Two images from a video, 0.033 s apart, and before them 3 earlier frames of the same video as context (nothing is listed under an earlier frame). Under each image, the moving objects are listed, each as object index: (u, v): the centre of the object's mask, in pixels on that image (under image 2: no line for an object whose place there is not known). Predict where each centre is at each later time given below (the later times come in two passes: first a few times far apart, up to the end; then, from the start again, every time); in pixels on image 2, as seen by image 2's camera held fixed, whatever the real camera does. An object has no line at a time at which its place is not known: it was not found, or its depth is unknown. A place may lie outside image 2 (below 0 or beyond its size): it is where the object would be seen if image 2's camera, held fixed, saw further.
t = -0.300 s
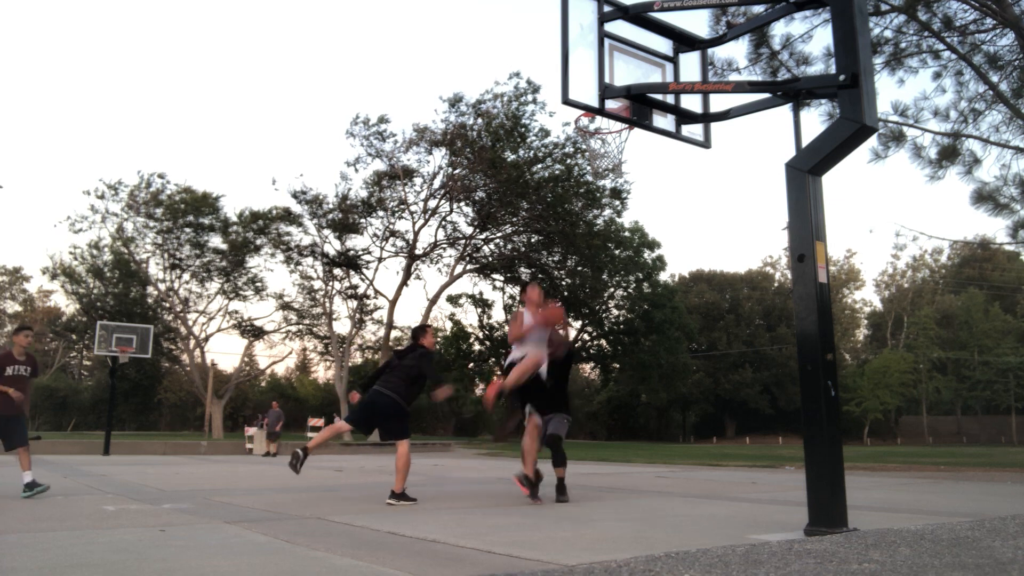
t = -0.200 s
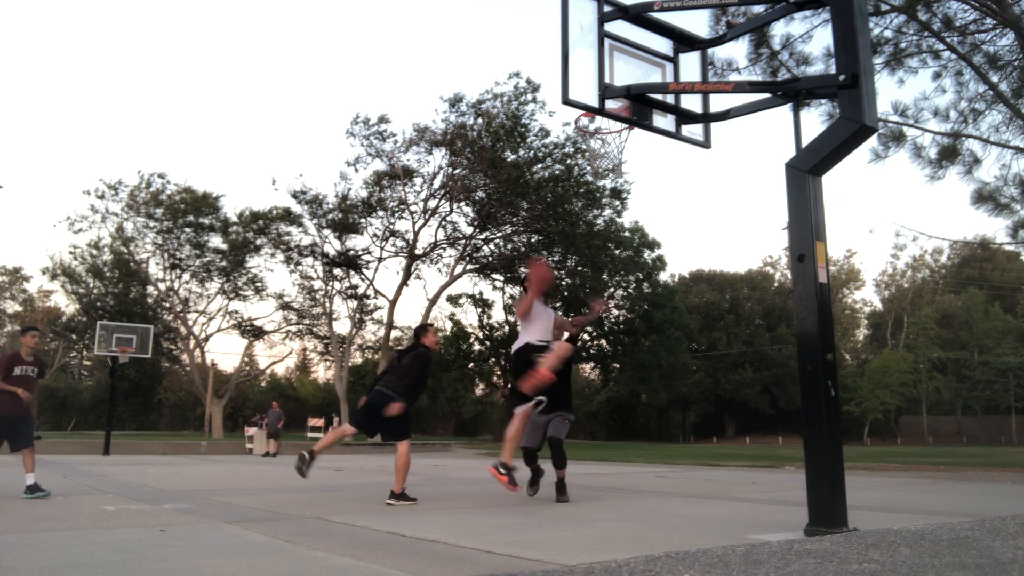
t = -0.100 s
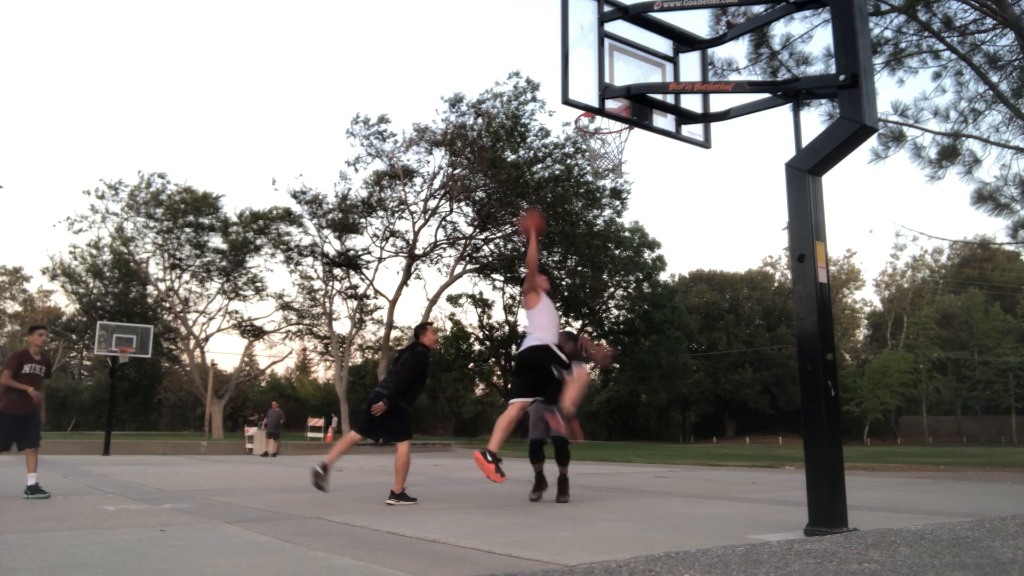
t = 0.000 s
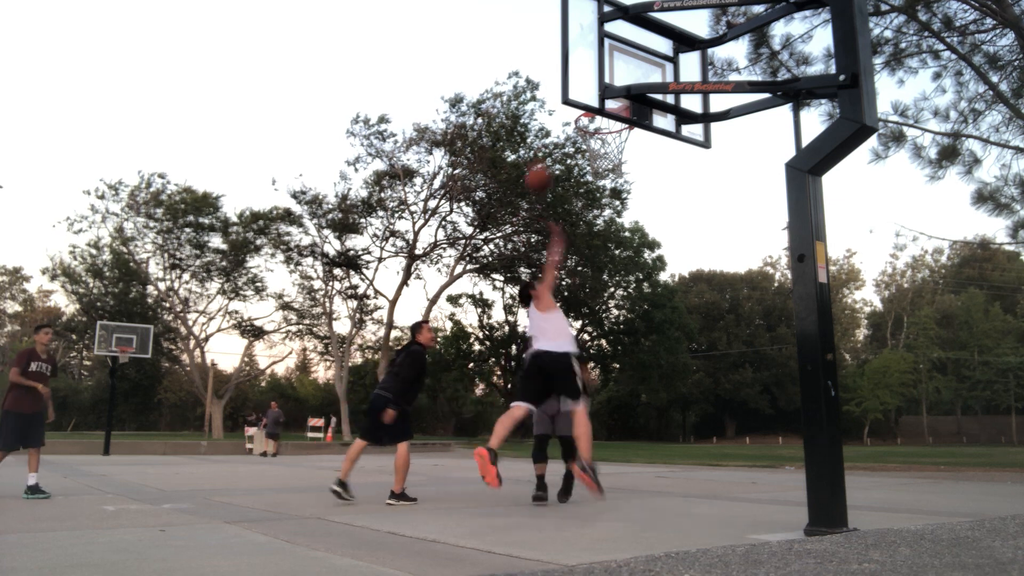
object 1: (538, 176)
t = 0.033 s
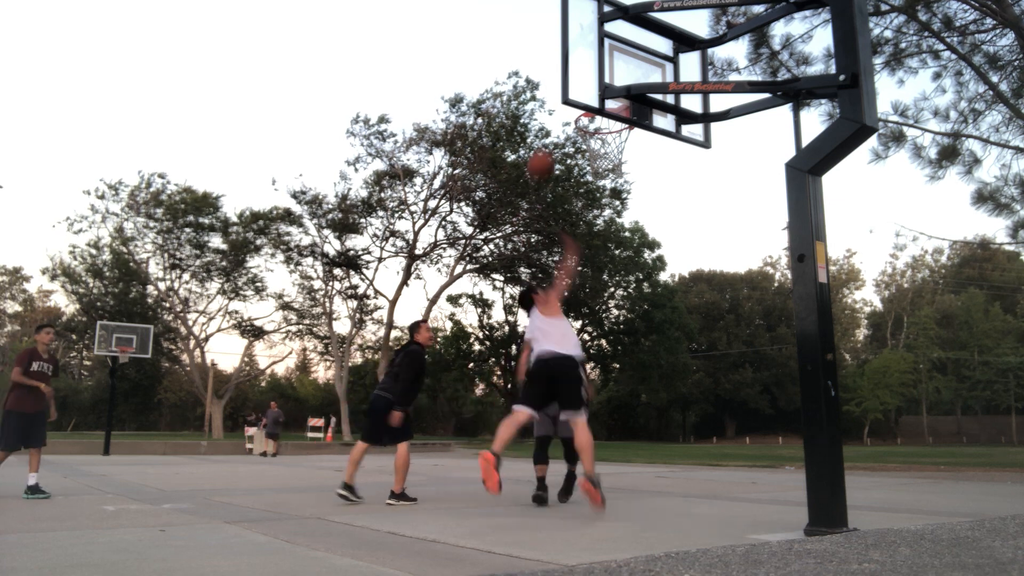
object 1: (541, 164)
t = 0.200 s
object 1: (552, 121)
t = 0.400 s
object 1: (563, 112)
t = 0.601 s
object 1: (576, 136)
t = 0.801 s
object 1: (589, 201)
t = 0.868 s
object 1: (593, 234)
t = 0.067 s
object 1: (542, 155)
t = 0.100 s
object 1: (545, 144)
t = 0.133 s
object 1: (548, 135)
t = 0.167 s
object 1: (550, 127)
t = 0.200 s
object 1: (552, 121)
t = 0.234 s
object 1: (554, 116)
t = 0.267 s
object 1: (556, 113)
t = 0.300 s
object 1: (558, 111)
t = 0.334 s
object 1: (559, 111)
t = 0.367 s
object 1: (561, 111)
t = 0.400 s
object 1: (563, 112)
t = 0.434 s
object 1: (566, 114)
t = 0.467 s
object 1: (568, 116)
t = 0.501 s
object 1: (570, 119)
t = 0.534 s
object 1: (573, 123)
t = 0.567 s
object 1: (574, 130)
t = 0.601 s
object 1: (576, 136)
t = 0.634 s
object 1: (577, 146)
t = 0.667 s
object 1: (580, 155)
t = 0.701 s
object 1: (581, 164)
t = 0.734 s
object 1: (583, 179)
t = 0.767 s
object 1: (587, 189)
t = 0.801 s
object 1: (589, 201)
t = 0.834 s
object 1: (591, 215)
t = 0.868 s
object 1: (593, 234)
